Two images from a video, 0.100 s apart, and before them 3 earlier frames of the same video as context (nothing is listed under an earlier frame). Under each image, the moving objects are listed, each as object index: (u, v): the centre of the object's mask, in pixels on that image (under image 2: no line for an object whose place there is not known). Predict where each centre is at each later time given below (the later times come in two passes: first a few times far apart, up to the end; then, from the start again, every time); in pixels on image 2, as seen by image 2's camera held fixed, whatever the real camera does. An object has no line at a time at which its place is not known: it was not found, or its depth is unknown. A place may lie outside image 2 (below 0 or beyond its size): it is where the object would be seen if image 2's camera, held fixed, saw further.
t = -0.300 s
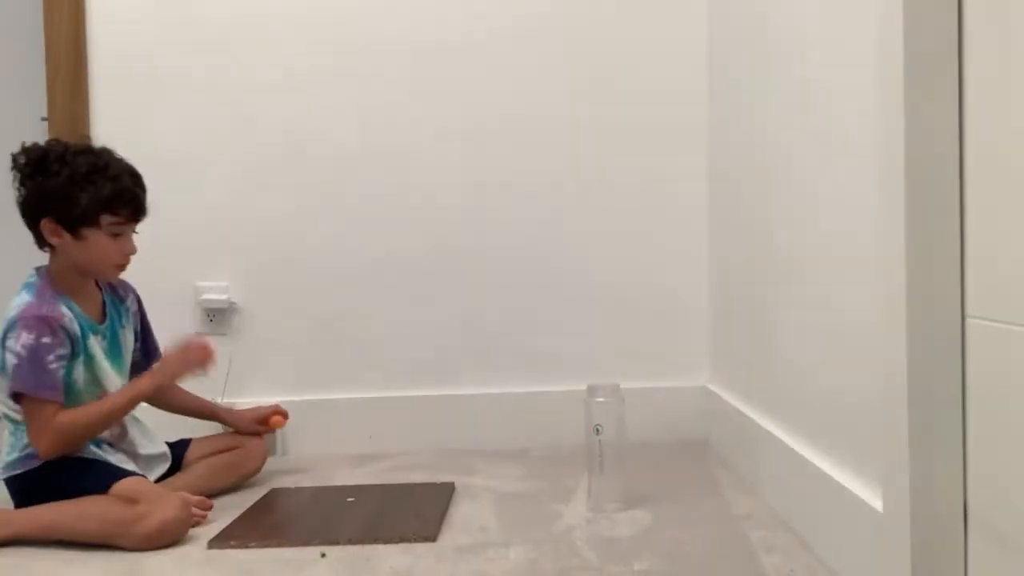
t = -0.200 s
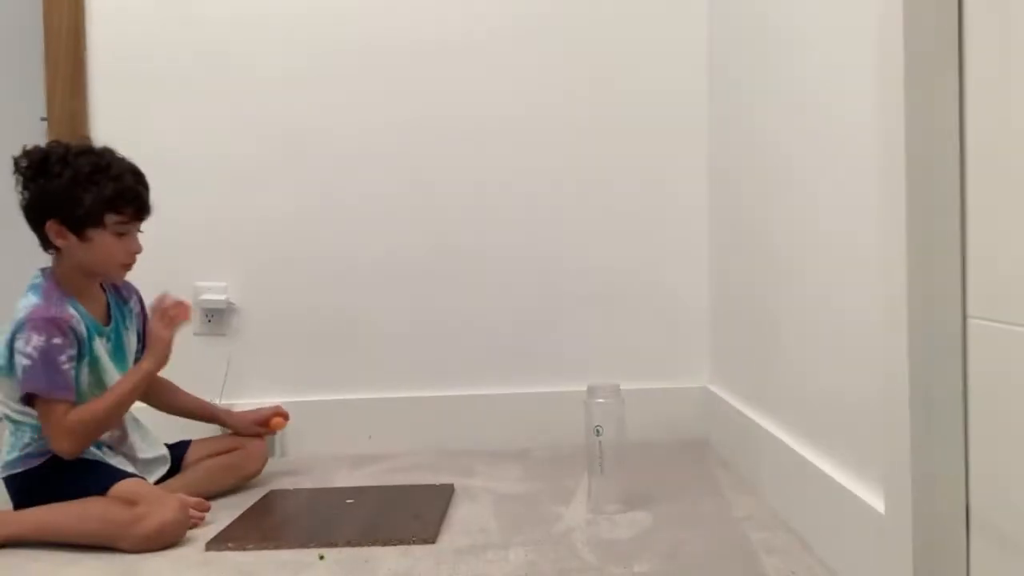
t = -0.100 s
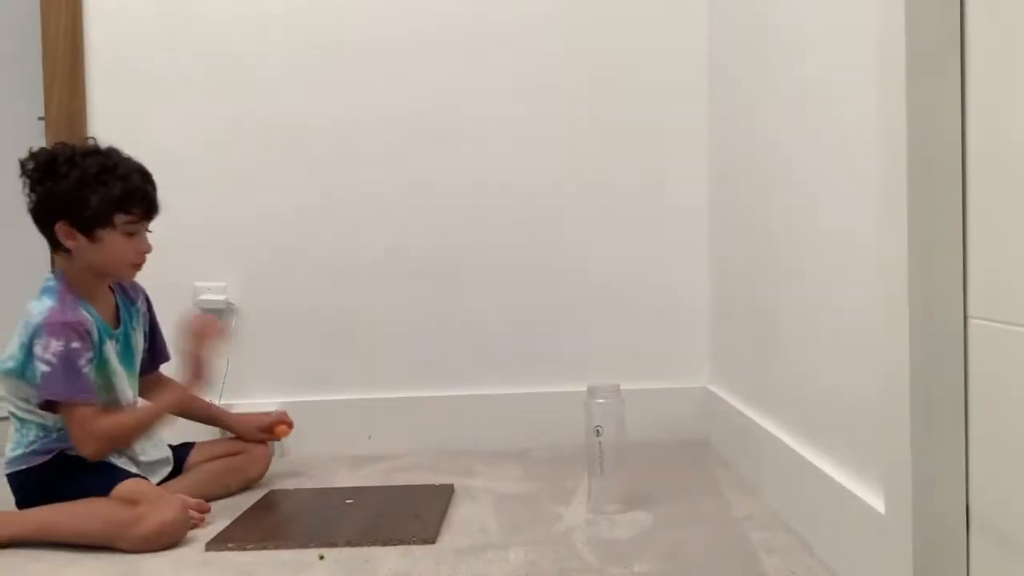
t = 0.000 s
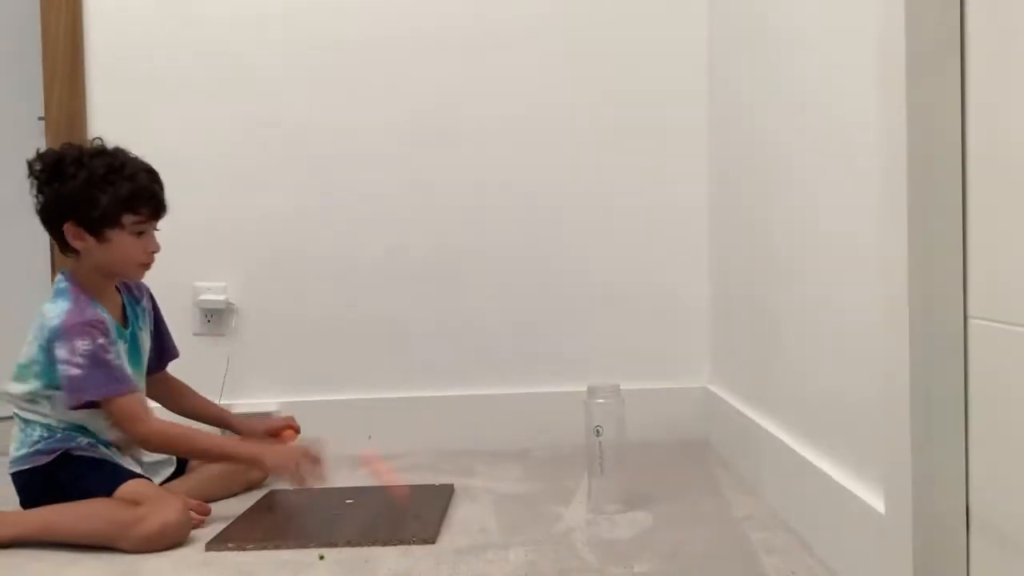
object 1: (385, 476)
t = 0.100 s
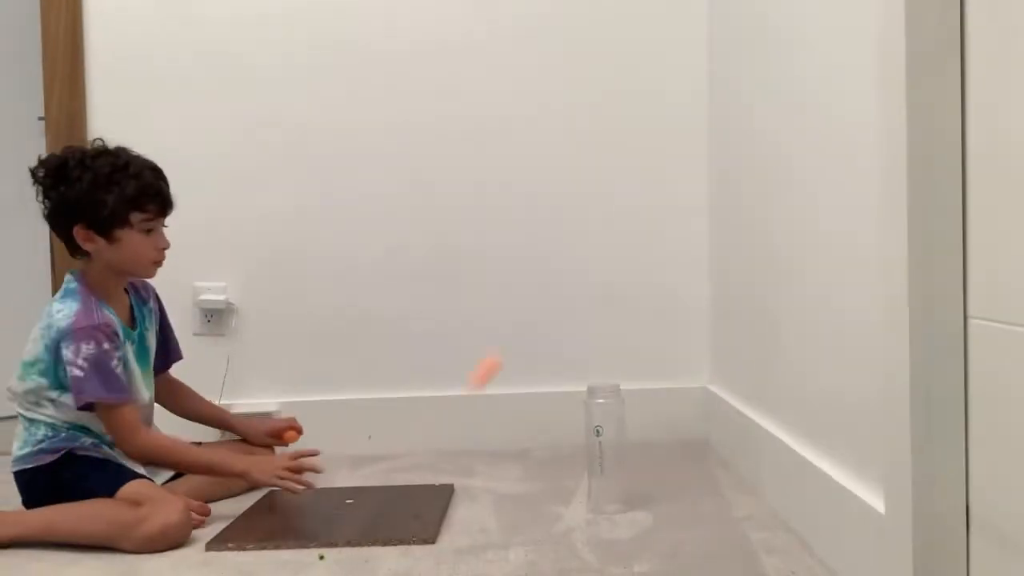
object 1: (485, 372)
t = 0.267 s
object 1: (640, 248)
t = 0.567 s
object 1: (630, 345)
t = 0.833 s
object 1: (601, 486)
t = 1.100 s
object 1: (612, 494)
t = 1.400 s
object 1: (602, 496)
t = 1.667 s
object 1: (616, 496)
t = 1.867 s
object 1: (602, 497)
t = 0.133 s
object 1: (516, 336)
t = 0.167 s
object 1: (547, 304)
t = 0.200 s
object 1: (578, 279)
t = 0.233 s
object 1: (609, 260)
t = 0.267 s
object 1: (640, 248)
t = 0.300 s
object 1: (671, 241)
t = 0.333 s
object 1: (703, 241)
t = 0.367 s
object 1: (735, 248)
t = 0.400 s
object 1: (762, 258)
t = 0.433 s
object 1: (736, 264)
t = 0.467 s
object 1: (708, 275)
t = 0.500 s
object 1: (682, 293)
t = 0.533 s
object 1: (656, 315)
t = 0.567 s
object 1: (630, 345)
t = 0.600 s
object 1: (606, 380)
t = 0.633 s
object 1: (607, 411)
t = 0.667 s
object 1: (607, 442)
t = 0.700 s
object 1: (602, 471)
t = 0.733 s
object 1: (606, 493)
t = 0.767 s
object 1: (615, 485)
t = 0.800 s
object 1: (608, 483)
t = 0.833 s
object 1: (601, 486)
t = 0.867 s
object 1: (607, 493)
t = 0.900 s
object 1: (615, 490)
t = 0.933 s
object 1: (615, 491)
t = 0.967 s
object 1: (608, 494)
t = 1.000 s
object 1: (603, 494)
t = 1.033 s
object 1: (602, 493)
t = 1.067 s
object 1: (607, 494)
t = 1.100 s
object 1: (612, 494)
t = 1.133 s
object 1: (616, 495)
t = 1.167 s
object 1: (616, 495)
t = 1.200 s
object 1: (616, 496)
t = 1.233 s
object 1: (613, 497)
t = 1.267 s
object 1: (609, 497)
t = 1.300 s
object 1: (605, 498)
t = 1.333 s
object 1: (603, 497)
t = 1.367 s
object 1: (602, 496)
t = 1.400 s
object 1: (602, 496)
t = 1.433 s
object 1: (604, 496)
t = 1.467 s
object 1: (608, 495)
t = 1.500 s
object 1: (612, 495)
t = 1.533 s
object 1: (615, 495)
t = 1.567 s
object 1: (616, 496)
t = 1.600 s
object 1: (616, 496)
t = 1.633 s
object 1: (616, 496)
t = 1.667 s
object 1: (616, 496)
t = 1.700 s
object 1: (615, 497)
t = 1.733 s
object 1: (612, 497)
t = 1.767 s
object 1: (609, 498)
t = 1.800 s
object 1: (606, 498)
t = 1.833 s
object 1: (604, 498)
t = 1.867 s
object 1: (602, 497)
